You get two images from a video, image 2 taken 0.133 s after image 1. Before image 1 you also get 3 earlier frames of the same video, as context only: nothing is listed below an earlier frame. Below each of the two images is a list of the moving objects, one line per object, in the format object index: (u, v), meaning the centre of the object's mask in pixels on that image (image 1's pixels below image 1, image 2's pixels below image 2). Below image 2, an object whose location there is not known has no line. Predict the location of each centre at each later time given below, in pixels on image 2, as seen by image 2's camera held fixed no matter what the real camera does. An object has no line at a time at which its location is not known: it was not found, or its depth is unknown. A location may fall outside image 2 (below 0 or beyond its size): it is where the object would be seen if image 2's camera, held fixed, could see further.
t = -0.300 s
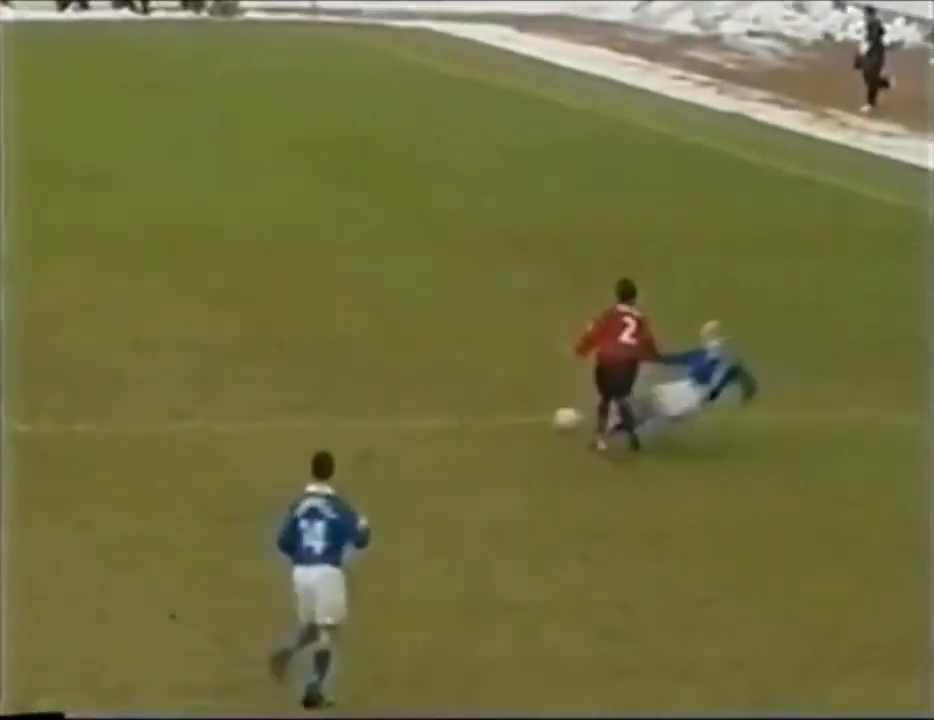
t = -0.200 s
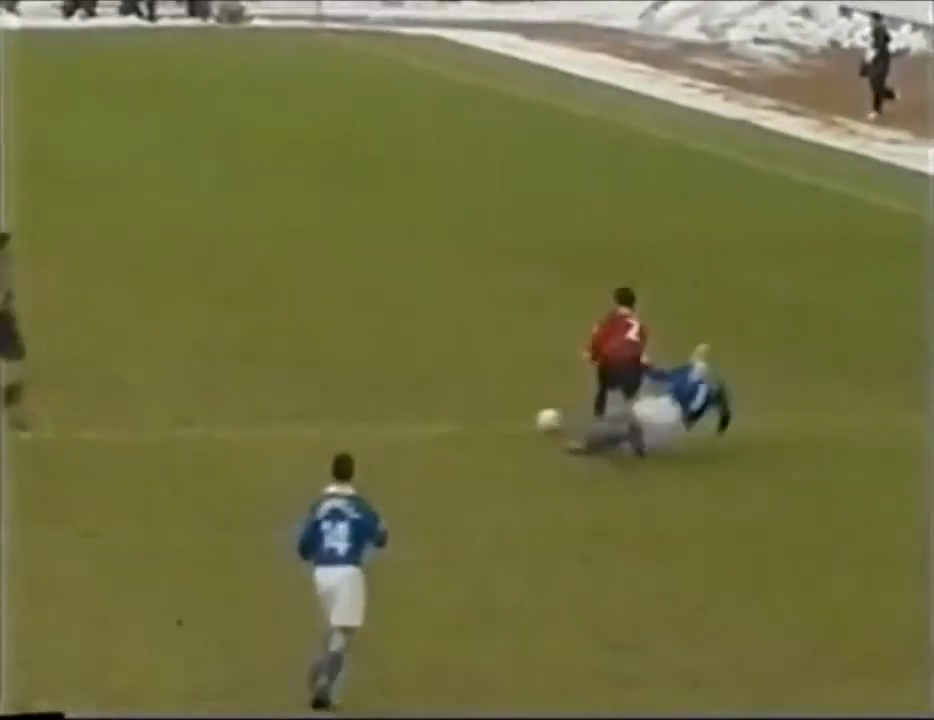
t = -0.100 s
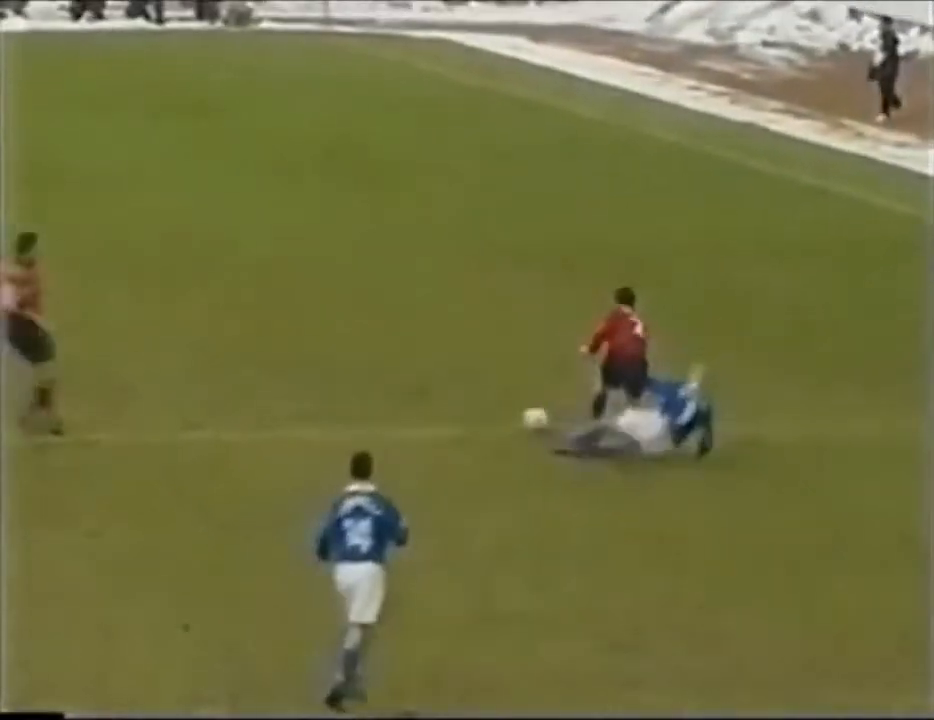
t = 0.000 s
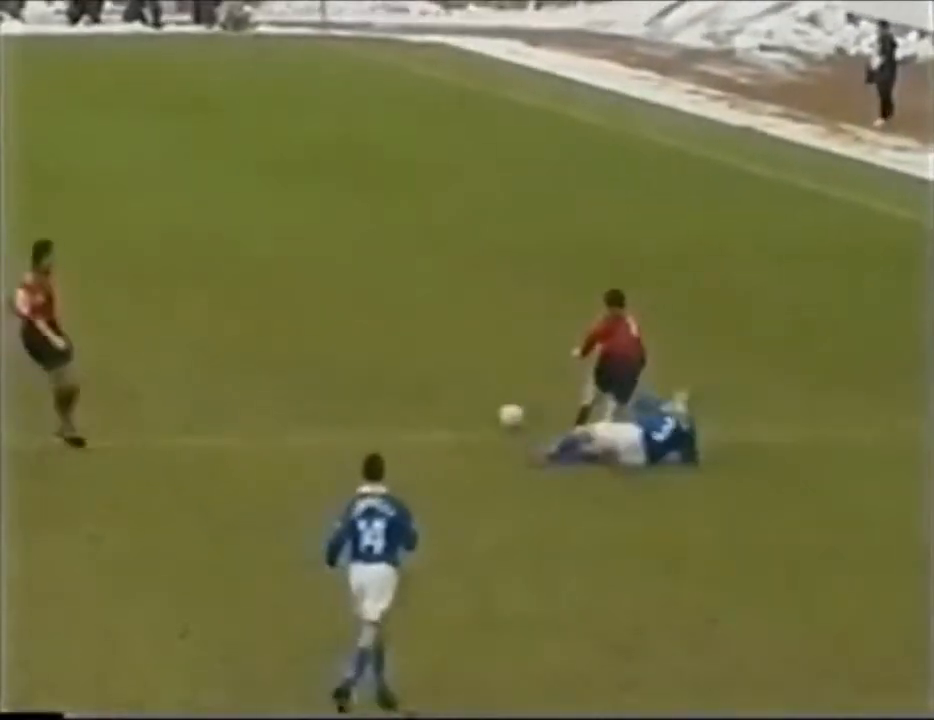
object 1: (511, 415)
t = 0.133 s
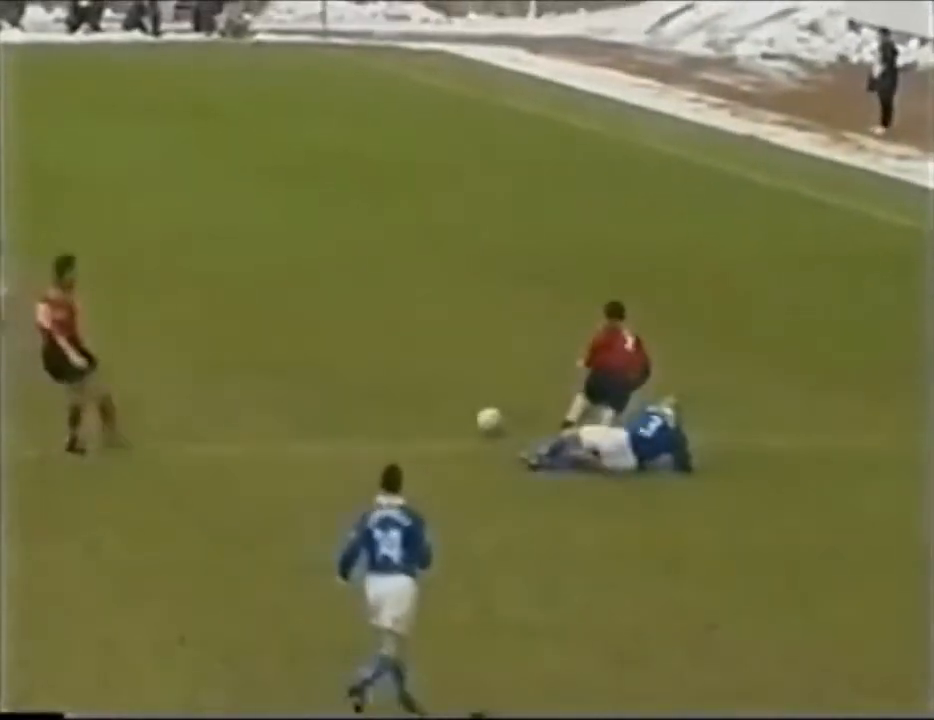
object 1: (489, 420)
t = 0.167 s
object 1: (482, 419)
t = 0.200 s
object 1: (475, 417)
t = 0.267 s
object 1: (465, 412)
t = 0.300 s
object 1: (460, 411)
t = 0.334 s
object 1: (456, 411)
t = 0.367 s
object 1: (450, 409)
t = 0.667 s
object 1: (411, 394)
